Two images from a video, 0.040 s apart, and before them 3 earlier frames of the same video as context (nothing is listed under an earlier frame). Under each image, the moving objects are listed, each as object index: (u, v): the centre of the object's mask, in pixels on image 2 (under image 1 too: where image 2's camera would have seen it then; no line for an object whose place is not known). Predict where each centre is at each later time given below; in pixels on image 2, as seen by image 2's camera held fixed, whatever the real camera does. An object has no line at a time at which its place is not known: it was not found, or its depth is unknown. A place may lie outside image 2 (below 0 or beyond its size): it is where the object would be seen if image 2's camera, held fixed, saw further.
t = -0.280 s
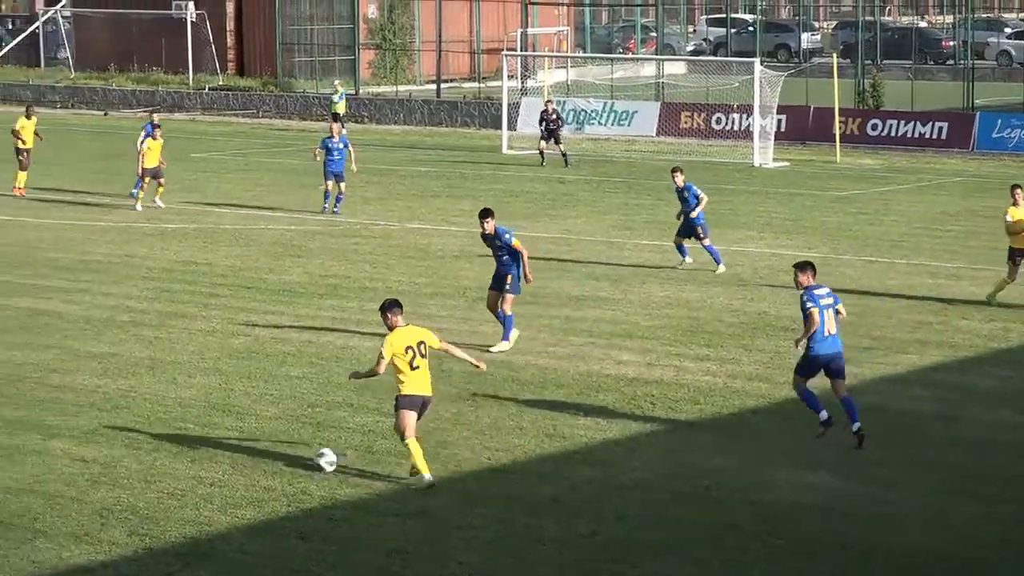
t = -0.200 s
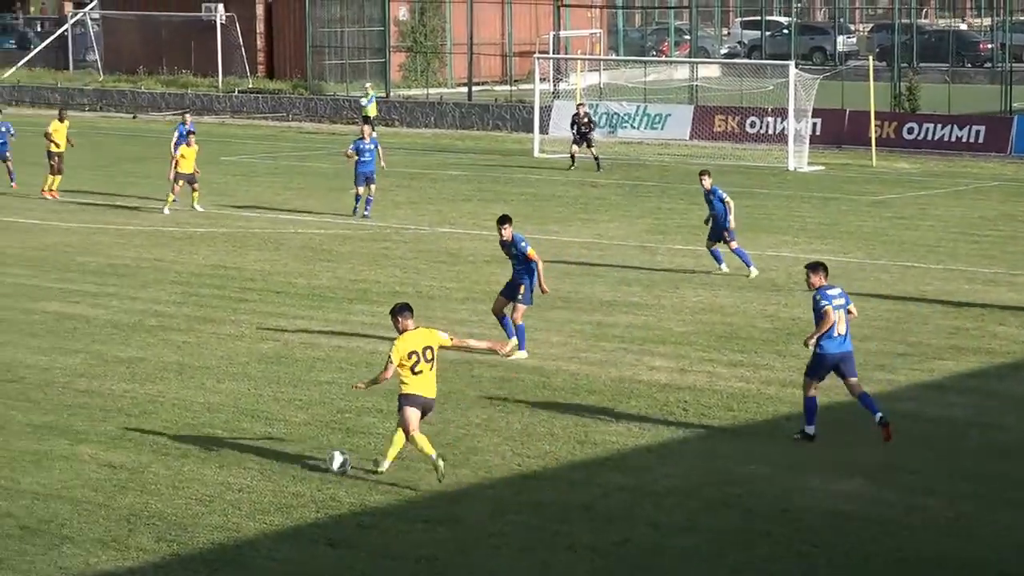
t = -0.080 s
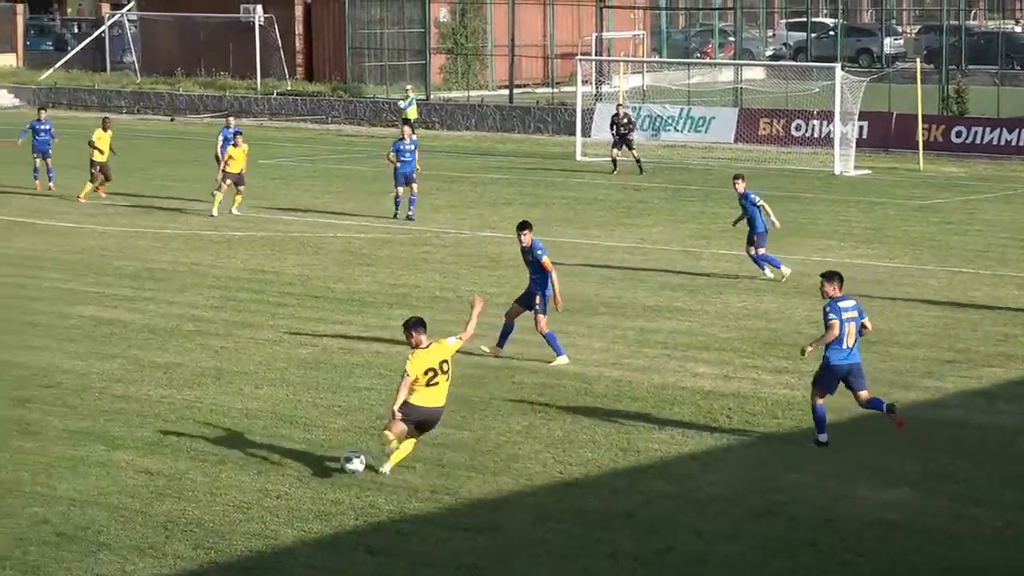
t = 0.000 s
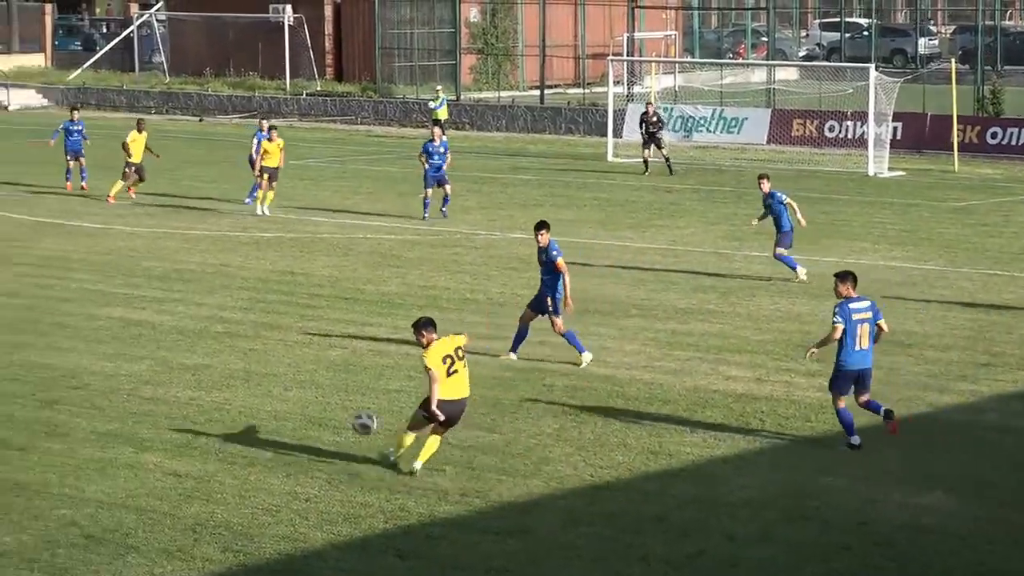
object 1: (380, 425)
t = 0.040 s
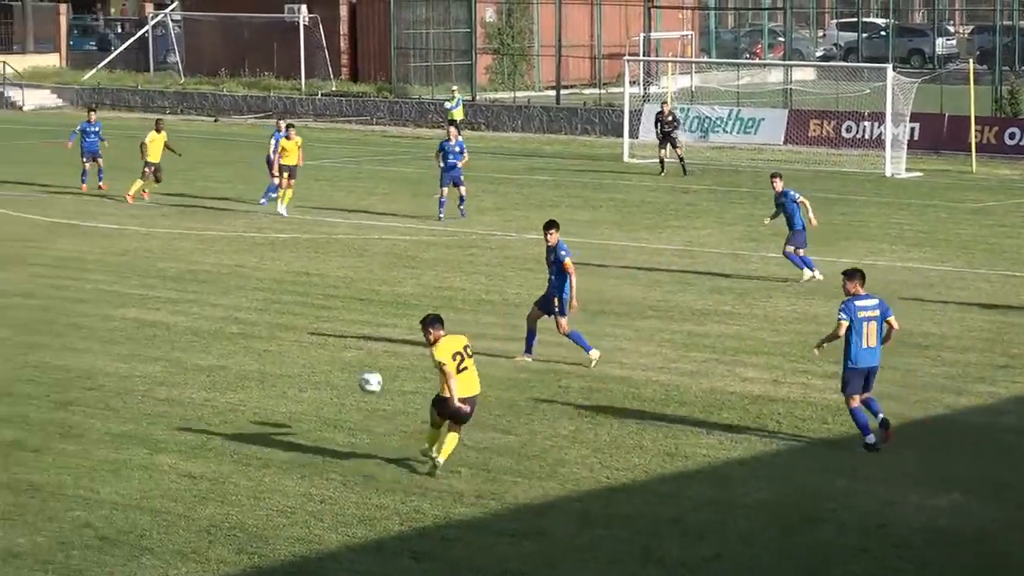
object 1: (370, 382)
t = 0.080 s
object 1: (363, 343)
